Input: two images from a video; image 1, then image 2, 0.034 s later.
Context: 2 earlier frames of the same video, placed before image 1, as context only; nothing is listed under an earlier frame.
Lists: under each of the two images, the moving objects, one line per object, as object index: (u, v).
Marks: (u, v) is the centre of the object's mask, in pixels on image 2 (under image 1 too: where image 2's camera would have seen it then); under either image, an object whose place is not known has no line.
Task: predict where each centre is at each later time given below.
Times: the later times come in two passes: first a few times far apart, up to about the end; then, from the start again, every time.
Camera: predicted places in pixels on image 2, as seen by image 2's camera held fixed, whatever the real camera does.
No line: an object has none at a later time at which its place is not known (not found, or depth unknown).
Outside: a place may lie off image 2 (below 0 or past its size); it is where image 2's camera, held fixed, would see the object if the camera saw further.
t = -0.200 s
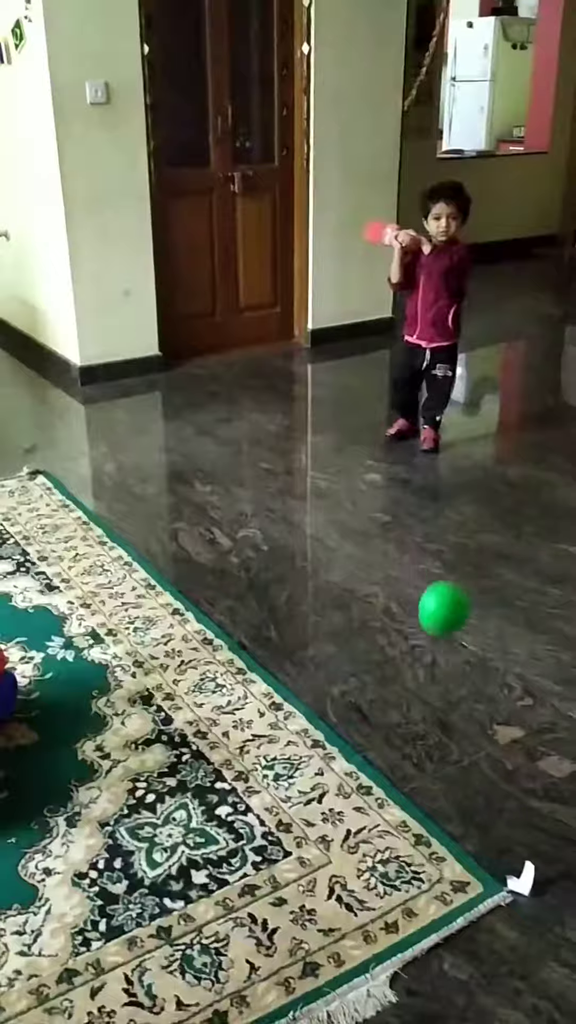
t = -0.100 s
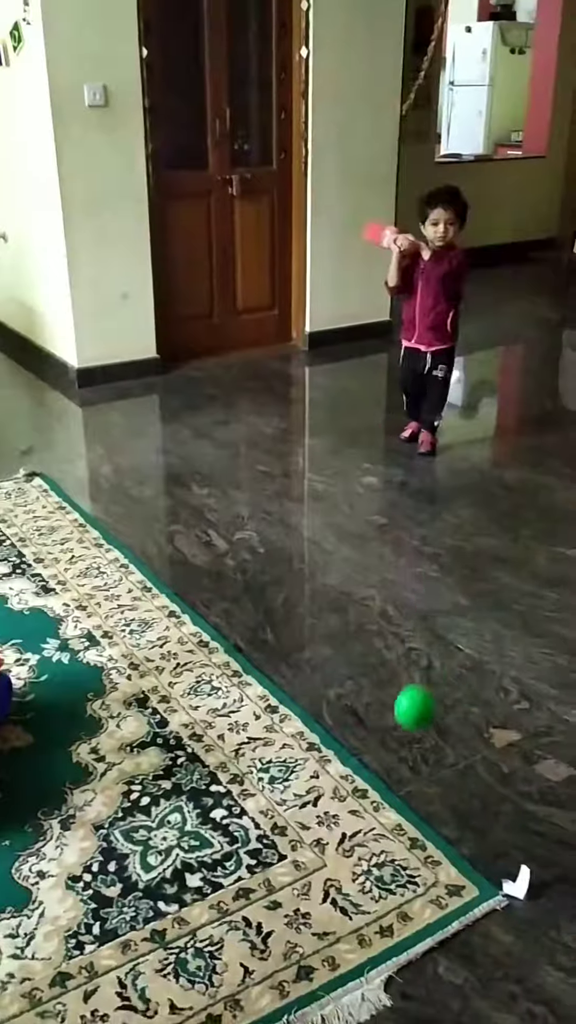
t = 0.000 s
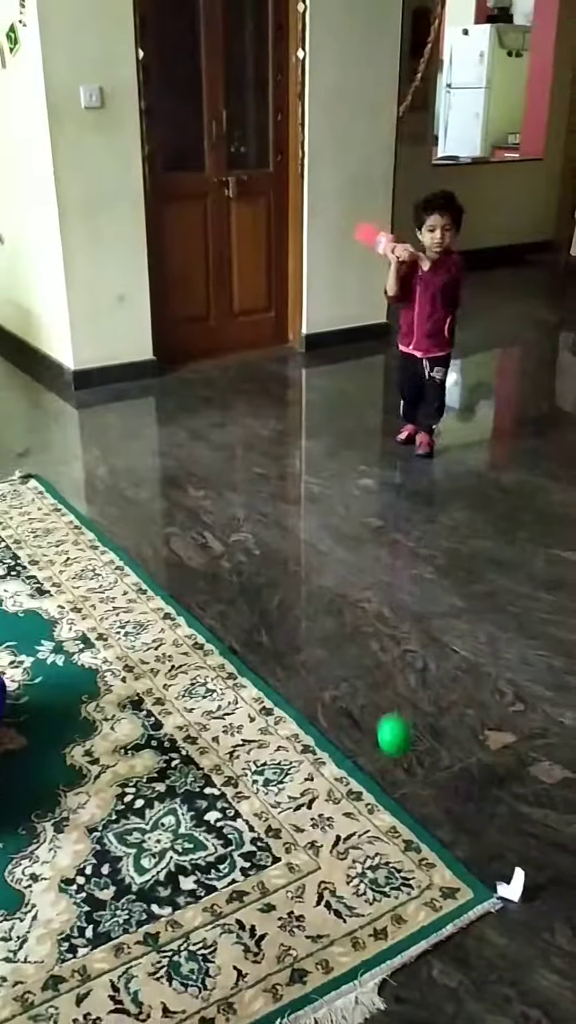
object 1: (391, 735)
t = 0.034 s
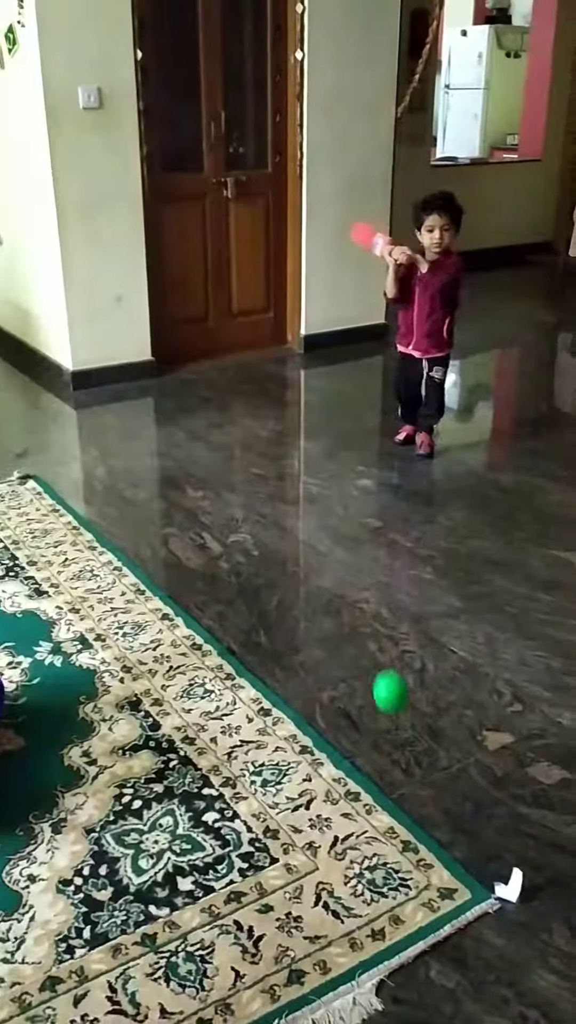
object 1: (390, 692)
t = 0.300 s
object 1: (362, 525)
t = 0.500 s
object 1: (341, 592)
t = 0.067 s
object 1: (388, 653)
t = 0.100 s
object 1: (384, 619)
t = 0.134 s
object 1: (381, 590)
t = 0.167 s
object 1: (378, 569)
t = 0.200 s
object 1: (374, 551)
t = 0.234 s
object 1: (371, 537)
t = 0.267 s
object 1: (367, 528)
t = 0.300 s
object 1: (362, 525)
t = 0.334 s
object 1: (359, 527)
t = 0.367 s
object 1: (354, 532)
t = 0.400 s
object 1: (351, 543)
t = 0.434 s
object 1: (348, 556)
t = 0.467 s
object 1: (344, 572)
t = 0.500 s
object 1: (341, 592)
